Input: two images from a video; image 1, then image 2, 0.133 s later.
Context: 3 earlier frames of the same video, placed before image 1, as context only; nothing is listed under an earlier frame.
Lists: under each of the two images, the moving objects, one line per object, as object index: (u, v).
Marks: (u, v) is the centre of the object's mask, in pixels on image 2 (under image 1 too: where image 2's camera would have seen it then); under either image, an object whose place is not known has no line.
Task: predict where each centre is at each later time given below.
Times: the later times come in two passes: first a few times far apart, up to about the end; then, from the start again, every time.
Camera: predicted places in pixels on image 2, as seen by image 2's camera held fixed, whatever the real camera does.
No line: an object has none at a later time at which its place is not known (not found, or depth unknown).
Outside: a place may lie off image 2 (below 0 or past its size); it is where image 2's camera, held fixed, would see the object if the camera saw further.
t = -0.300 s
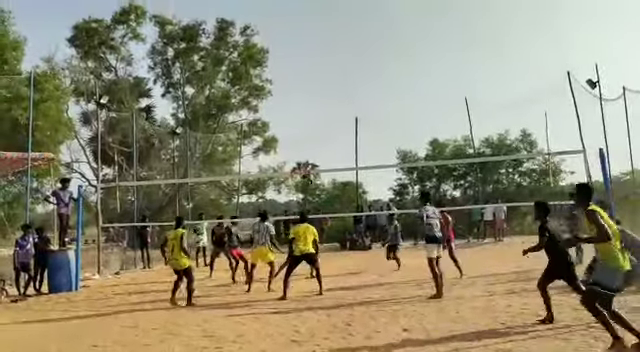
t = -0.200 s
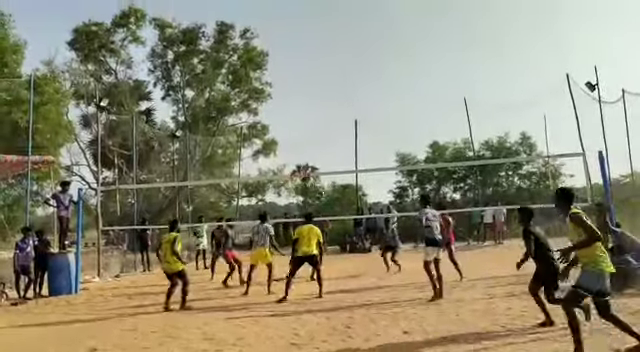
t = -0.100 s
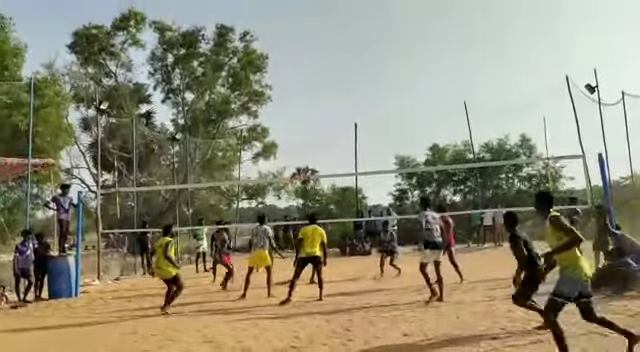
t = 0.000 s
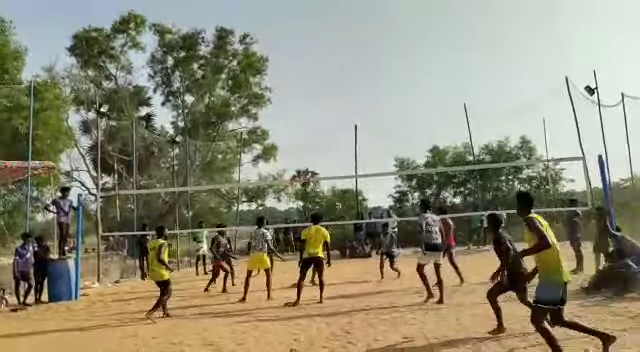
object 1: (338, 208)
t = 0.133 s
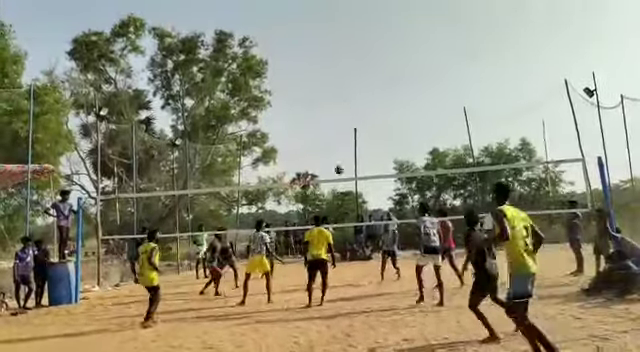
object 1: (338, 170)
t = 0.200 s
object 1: (339, 152)
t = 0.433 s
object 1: (346, 109)
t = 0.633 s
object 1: (352, 89)
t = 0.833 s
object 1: (359, 83)
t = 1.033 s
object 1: (368, 94)
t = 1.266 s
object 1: (380, 126)
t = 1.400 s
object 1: (388, 152)
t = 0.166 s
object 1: (339, 161)
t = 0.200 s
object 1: (339, 152)
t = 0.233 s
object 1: (340, 145)
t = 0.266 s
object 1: (341, 138)
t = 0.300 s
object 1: (342, 131)
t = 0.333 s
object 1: (343, 125)
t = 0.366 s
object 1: (344, 119)
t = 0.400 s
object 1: (345, 113)
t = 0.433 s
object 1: (346, 109)
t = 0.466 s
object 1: (347, 104)
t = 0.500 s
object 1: (348, 100)
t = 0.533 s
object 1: (349, 97)
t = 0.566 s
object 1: (350, 94)
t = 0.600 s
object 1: (351, 91)
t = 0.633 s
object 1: (352, 89)
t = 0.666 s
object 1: (353, 87)
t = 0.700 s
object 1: (354, 85)
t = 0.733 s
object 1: (355, 84)
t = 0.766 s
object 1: (357, 84)
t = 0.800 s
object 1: (358, 83)
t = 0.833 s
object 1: (359, 83)
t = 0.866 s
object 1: (361, 84)
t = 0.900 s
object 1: (362, 86)
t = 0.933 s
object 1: (363, 87)
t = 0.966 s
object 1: (365, 89)
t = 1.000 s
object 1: (366, 92)
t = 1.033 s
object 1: (368, 94)
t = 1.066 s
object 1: (370, 98)
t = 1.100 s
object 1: (371, 101)
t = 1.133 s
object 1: (373, 105)
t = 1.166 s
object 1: (375, 109)
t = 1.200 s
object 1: (376, 114)
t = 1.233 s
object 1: (378, 120)
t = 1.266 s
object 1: (380, 126)
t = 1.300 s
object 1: (382, 132)
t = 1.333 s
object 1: (384, 138)
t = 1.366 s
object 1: (386, 145)
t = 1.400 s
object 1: (388, 152)
